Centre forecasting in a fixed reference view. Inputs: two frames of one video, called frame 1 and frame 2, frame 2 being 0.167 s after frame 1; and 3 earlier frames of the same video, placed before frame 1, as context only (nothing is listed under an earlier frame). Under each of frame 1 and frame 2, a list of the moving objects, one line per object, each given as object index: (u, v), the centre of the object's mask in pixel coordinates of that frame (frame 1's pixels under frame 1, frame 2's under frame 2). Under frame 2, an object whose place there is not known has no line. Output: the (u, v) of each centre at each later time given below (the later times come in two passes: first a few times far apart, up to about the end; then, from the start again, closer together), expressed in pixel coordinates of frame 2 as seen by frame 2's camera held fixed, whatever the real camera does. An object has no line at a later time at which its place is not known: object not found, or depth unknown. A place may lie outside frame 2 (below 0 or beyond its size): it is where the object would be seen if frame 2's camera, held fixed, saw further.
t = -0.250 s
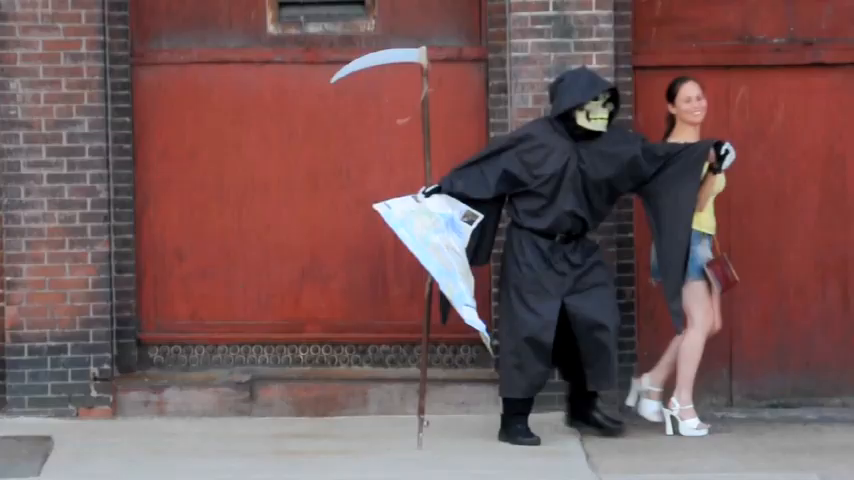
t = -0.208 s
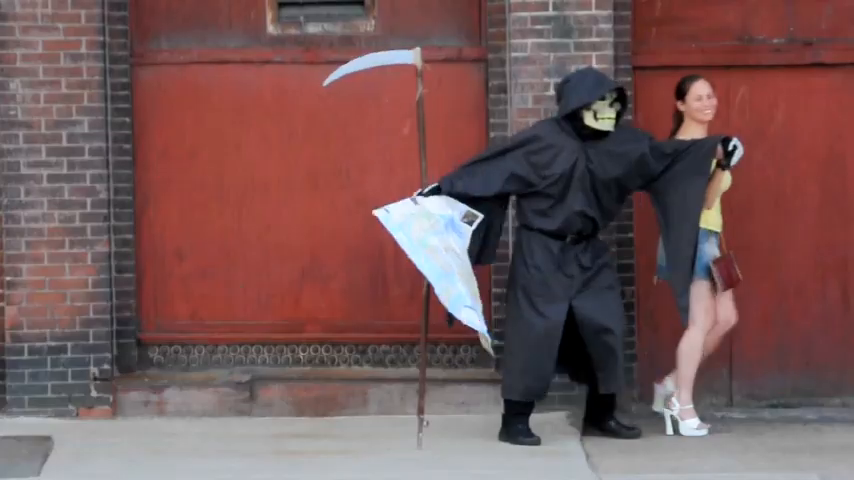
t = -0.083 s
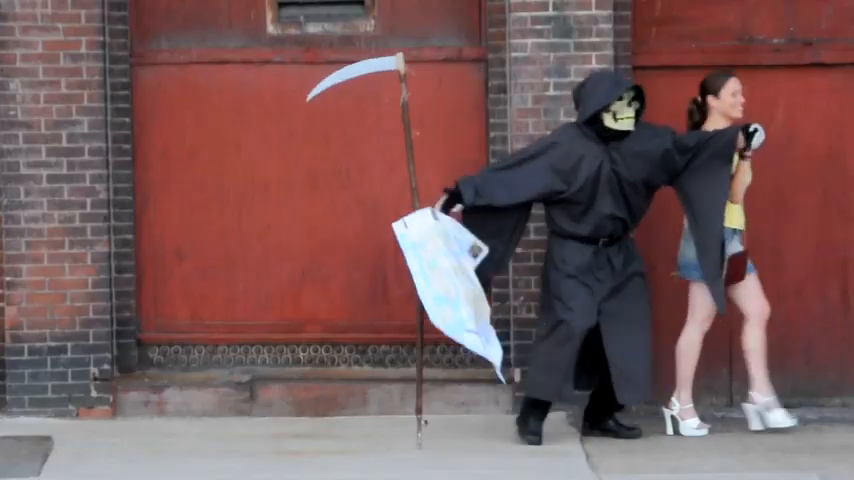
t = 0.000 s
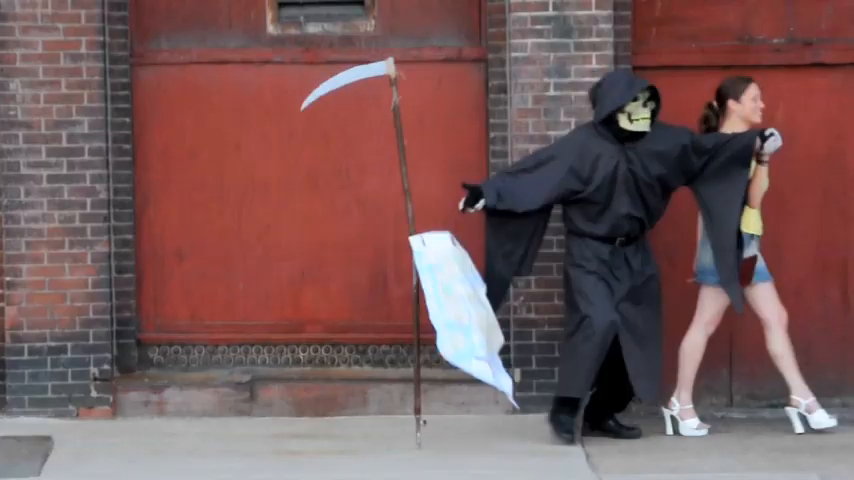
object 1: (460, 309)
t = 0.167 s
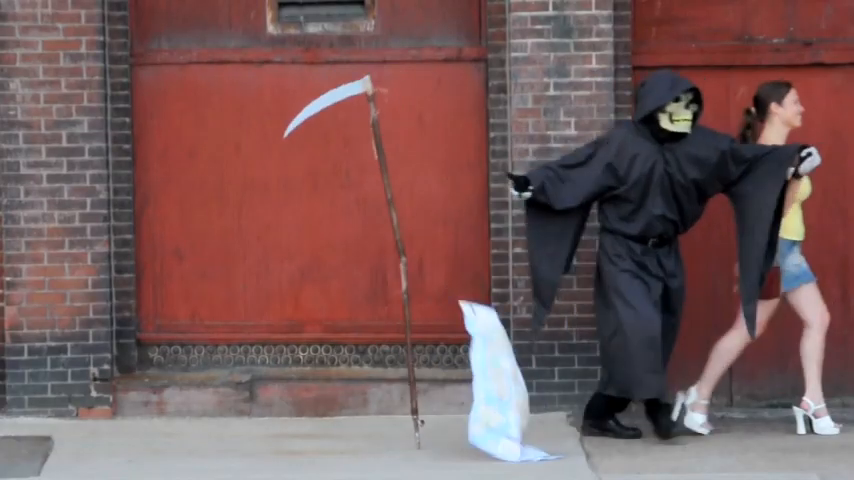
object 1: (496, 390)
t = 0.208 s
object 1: (503, 401)
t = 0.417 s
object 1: (524, 408)
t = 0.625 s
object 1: (543, 417)
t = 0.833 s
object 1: (560, 424)
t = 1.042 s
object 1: (571, 426)
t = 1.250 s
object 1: (583, 427)
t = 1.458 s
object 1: (604, 437)
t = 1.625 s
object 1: (602, 434)
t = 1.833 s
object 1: (600, 433)
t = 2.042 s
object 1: (600, 433)
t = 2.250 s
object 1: (601, 433)
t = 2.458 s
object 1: (600, 433)
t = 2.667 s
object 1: (600, 434)
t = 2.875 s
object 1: (600, 435)
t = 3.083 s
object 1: (599, 435)
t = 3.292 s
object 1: (598, 435)
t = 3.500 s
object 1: (598, 434)
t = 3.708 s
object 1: (598, 434)
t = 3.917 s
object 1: (598, 434)
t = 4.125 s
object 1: (599, 435)
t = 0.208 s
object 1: (503, 401)
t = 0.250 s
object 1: (511, 410)
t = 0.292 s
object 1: (515, 413)
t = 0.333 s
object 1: (518, 411)
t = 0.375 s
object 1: (520, 408)
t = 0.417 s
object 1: (524, 408)
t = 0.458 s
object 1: (528, 407)
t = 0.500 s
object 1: (532, 409)
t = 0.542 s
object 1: (536, 410)
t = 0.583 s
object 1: (540, 415)
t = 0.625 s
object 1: (543, 417)
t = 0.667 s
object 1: (547, 419)
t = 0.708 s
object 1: (551, 420)
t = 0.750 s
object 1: (554, 422)
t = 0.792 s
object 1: (557, 423)
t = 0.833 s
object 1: (560, 424)
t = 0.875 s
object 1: (563, 425)
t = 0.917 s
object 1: (565, 425)
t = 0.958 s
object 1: (567, 425)
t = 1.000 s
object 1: (569, 426)
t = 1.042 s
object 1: (571, 426)
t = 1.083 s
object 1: (573, 426)
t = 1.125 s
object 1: (575, 426)
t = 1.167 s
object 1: (579, 426)
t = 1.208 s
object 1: (582, 426)
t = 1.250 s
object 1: (583, 427)
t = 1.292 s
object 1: (588, 428)
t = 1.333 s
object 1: (595, 429)
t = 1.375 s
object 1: (600, 432)
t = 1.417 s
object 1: (603, 435)
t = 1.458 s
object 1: (604, 437)
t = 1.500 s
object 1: (605, 436)
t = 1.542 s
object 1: (603, 436)
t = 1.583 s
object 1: (603, 434)
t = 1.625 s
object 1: (602, 434)
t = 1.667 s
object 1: (602, 433)
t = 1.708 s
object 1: (600, 433)
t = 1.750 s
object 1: (600, 433)
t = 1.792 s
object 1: (600, 433)
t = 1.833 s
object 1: (600, 433)
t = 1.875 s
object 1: (601, 433)
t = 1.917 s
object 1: (601, 433)
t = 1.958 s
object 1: (600, 433)
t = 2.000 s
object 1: (601, 433)
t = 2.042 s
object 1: (600, 433)
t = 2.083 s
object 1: (601, 433)
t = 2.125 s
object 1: (600, 433)
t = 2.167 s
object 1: (601, 433)
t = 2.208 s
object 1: (600, 433)
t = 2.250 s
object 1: (601, 433)
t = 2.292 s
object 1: (601, 433)
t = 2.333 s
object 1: (601, 433)
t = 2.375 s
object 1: (600, 433)
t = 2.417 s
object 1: (600, 433)
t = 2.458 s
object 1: (600, 433)
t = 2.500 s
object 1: (600, 433)
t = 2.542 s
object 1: (600, 434)
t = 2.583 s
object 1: (600, 433)
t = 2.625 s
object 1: (600, 434)
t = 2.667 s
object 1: (600, 434)
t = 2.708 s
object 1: (600, 434)
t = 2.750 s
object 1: (600, 434)
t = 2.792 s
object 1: (600, 434)
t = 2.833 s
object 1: (600, 434)
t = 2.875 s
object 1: (600, 435)
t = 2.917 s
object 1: (600, 435)
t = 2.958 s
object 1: (599, 435)
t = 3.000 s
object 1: (599, 435)
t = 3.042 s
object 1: (599, 435)
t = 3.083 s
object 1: (599, 435)
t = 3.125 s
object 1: (599, 435)
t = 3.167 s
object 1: (599, 435)
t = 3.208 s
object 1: (599, 435)
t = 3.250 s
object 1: (598, 434)
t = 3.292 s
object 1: (598, 435)
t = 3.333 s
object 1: (598, 434)
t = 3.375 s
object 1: (598, 435)
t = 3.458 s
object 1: (598, 434)
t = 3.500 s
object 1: (598, 434)
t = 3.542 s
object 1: (598, 434)
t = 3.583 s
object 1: (598, 434)
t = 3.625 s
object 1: (598, 434)
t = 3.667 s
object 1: (598, 434)
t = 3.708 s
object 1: (598, 434)
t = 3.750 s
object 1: (598, 434)
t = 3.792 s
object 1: (598, 434)
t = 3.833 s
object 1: (598, 434)
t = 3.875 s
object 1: (598, 434)
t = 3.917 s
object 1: (598, 434)
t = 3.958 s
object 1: (598, 434)
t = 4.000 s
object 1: (598, 434)
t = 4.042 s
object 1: (598, 434)
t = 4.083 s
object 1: (599, 434)
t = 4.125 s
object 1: (599, 435)
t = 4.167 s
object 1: (599, 435)
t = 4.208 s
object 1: (599, 435)
